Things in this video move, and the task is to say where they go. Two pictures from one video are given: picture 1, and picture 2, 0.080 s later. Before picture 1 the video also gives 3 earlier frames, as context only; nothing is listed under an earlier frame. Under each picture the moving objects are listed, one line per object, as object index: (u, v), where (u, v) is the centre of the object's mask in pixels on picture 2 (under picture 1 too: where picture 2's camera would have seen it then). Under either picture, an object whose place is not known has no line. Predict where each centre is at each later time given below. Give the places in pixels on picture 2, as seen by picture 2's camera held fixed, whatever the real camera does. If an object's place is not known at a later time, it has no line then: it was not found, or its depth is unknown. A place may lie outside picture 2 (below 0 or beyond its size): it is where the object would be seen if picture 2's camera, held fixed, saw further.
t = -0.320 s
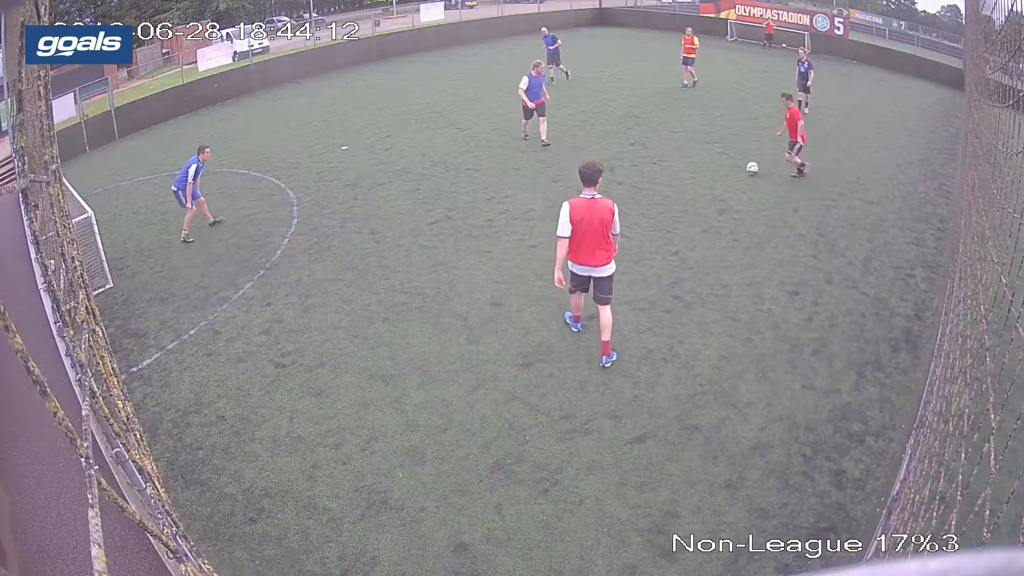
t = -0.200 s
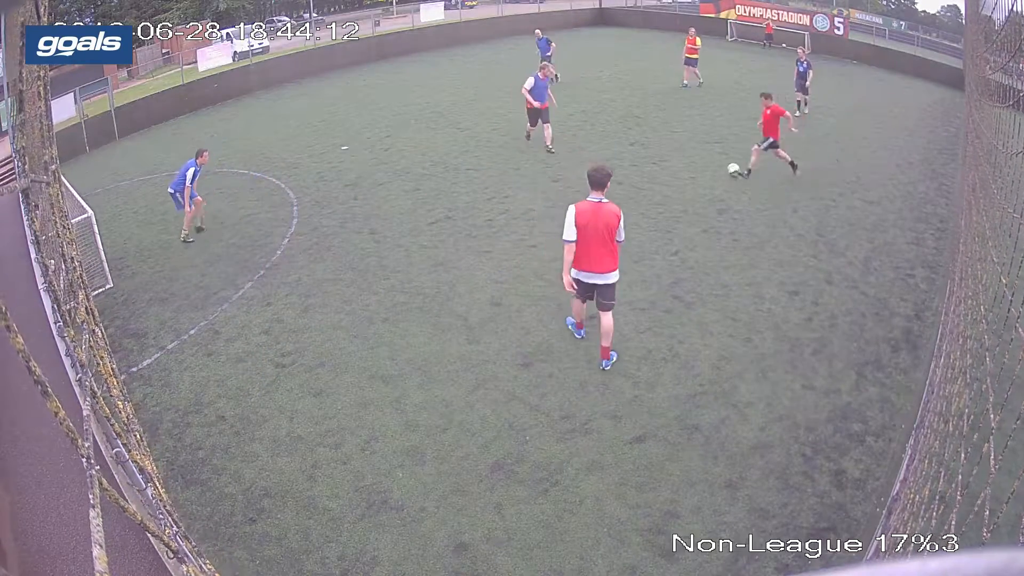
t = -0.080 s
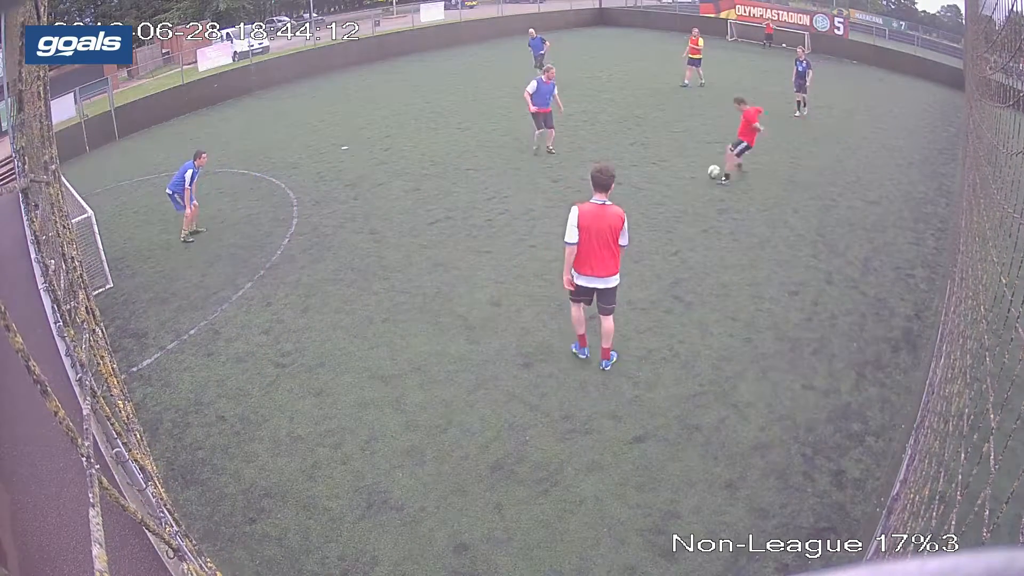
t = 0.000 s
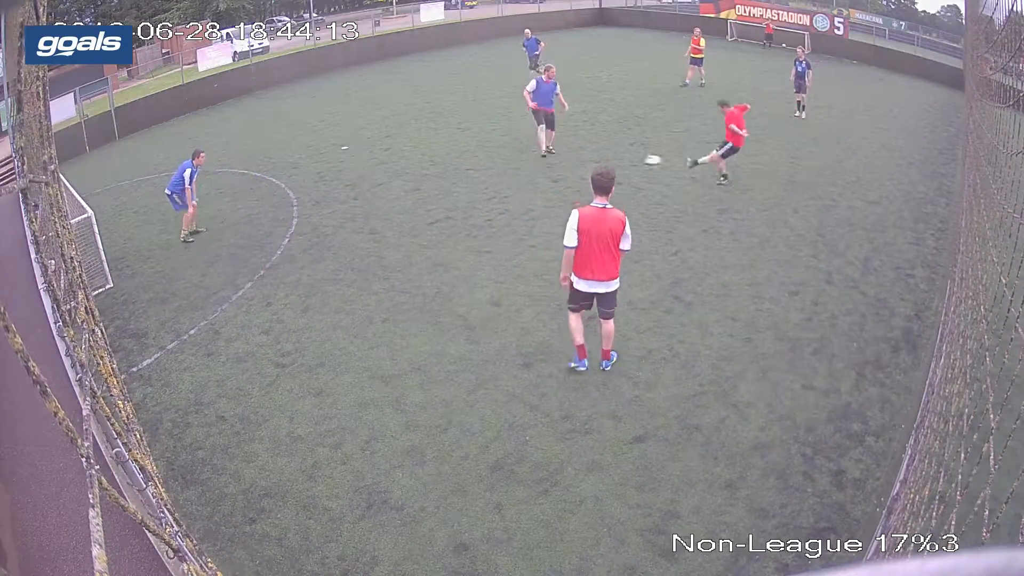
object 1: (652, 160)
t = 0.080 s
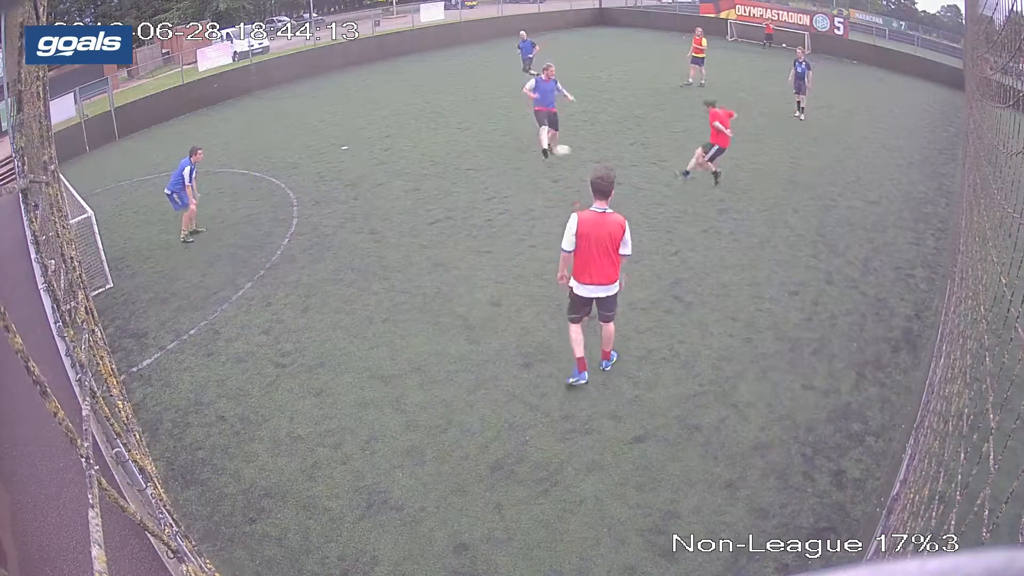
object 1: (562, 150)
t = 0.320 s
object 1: (302, 157)
